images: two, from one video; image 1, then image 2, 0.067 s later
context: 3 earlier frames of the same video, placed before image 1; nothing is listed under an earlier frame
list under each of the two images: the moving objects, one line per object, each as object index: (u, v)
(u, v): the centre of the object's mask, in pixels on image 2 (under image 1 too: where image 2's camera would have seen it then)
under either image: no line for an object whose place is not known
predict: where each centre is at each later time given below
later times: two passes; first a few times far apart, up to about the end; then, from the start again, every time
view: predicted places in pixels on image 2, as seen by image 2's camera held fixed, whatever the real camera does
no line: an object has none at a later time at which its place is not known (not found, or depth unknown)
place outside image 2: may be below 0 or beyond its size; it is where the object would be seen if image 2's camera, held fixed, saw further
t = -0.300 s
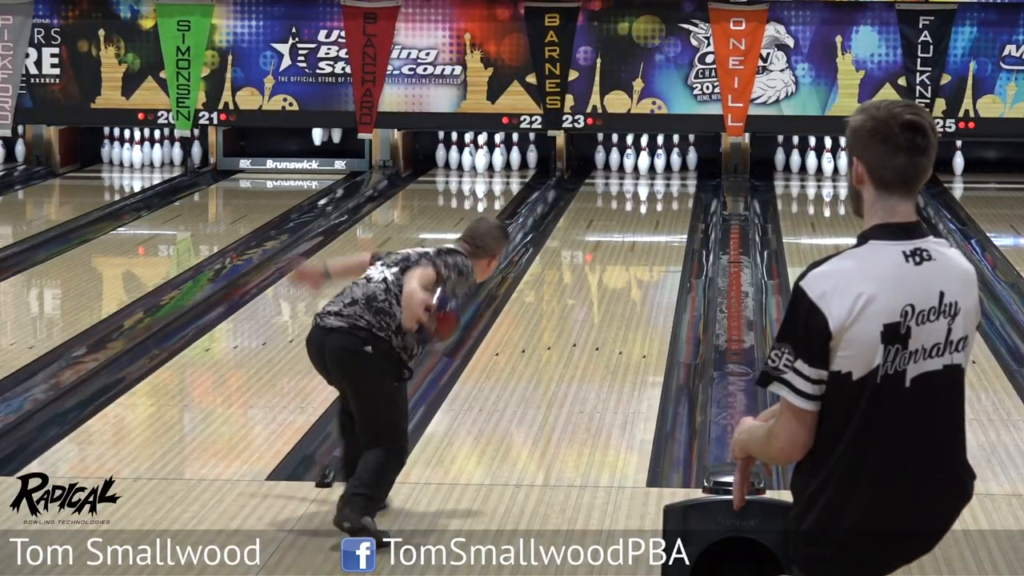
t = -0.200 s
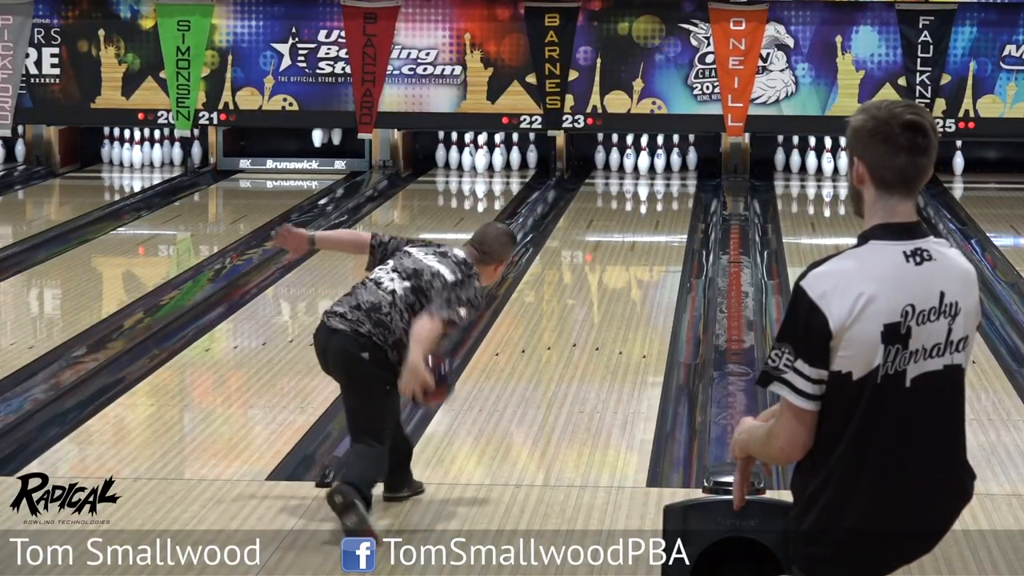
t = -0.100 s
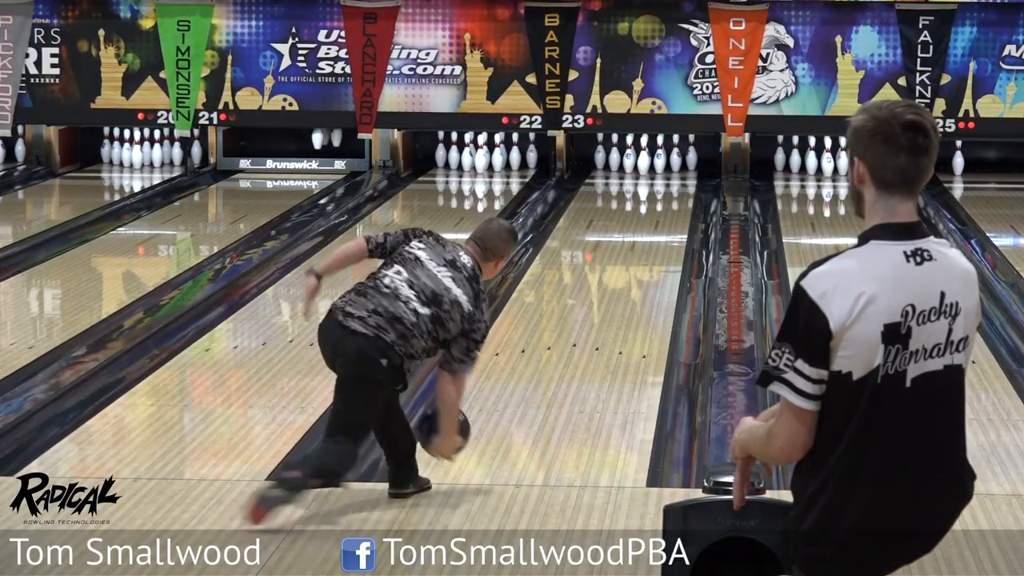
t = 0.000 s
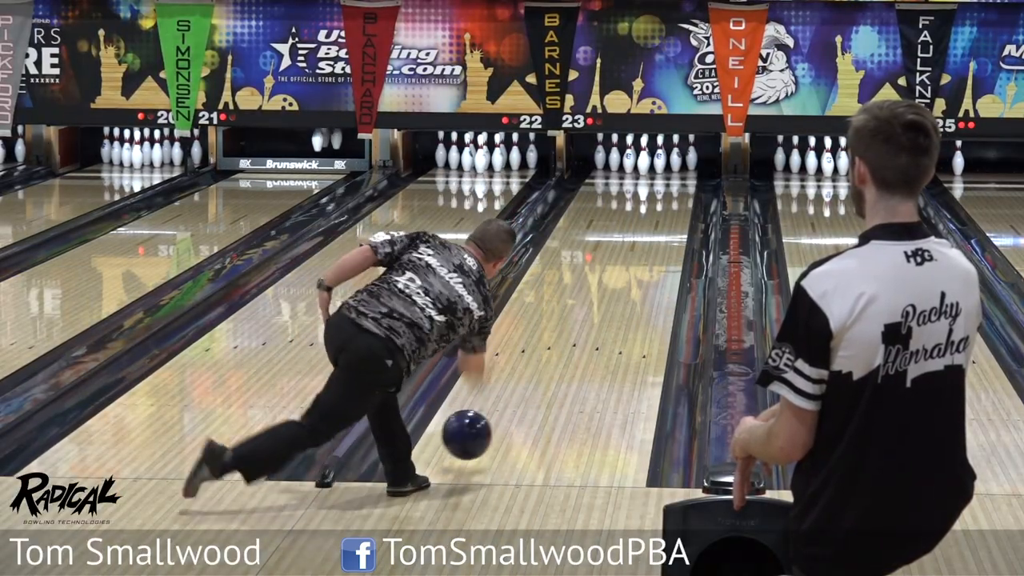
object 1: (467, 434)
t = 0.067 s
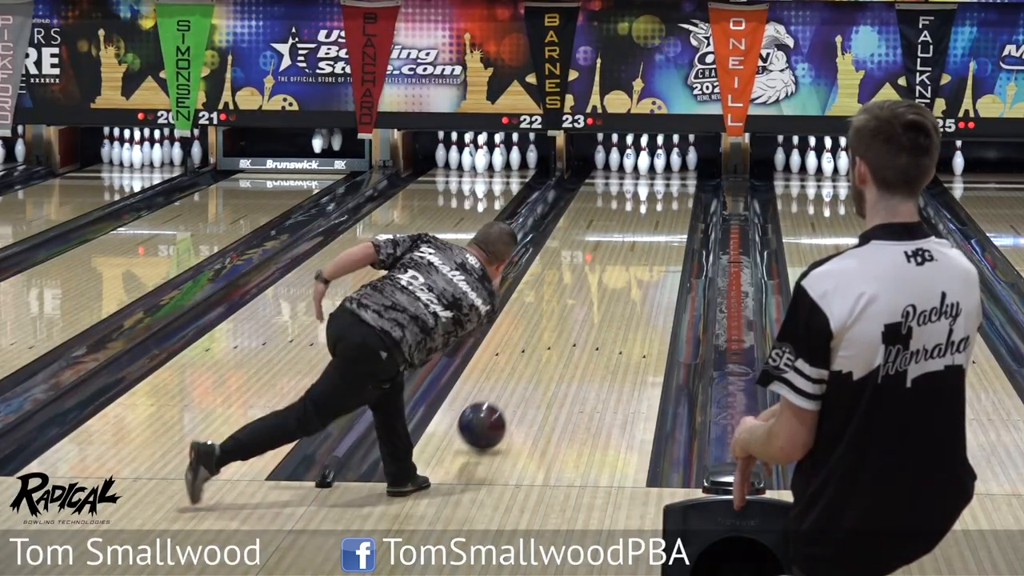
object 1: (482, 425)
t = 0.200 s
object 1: (509, 395)
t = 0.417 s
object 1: (545, 353)
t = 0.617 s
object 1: (572, 320)
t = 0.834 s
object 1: (596, 289)
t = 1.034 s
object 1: (615, 266)
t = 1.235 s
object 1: (631, 245)
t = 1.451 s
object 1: (645, 226)
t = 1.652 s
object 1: (656, 210)
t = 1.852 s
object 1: (663, 196)
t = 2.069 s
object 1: (664, 183)
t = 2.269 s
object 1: (659, 173)
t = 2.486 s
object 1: (651, 163)
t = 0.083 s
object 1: (485, 420)
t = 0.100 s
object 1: (489, 415)
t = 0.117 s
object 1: (492, 411)
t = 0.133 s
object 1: (496, 409)
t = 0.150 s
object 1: (499, 406)
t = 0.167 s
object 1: (502, 403)
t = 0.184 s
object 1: (505, 399)
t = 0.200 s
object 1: (509, 395)
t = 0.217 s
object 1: (512, 392)
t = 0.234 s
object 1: (515, 388)
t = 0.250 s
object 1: (518, 385)
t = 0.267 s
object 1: (520, 381)
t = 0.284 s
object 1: (523, 378)
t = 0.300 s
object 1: (526, 375)
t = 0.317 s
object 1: (529, 371)
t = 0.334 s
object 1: (532, 368)
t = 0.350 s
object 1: (535, 365)
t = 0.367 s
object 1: (537, 362)
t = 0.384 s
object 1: (540, 359)
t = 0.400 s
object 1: (542, 356)
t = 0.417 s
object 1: (545, 353)
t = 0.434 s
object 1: (547, 350)
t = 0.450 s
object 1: (550, 347)
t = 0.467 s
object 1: (552, 344)
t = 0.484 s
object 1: (554, 341)
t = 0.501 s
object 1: (557, 338)
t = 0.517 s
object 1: (559, 335)
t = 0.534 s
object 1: (561, 333)
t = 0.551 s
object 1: (563, 330)
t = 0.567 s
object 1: (566, 327)
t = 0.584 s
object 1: (568, 325)
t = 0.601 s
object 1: (570, 322)
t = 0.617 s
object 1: (572, 320)
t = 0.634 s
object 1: (574, 317)
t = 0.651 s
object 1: (576, 314)
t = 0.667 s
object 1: (578, 312)
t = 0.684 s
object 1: (580, 310)
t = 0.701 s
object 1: (582, 307)
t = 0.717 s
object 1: (584, 305)
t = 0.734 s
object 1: (586, 302)
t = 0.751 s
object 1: (587, 300)
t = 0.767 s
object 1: (589, 298)
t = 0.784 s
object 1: (591, 296)
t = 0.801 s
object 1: (593, 294)
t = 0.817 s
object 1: (594, 291)
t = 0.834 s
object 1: (596, 289)
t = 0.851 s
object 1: (598, 287)
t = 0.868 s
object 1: (600, 285)
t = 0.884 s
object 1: (601, 283)
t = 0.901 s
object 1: (603, 281)
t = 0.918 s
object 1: (604, 279)
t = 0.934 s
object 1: (606, 277)
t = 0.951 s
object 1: (607, 275)
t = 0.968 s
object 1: (609, 273)
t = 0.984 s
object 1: (611, 271)
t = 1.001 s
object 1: (612, 269)
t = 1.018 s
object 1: (614, 267)
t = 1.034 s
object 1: (615, 266)
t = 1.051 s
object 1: (616, 264)
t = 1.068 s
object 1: (618, 262)
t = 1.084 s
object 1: (619, 260)
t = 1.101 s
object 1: (620, 258)
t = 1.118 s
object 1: (622, 257)
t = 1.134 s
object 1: (623, 255)
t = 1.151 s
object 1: (625, 253)
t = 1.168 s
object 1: (626, 252)
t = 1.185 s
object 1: (627, 250)
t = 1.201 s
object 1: (628, 249)
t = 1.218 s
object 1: (629, 247)
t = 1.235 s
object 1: (631, 245)
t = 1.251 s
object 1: (632, 244)
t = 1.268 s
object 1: (633, 242)
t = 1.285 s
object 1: (634, 241)
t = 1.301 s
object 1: (635, 239)
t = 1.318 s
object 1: (637, 238)
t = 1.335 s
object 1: (638, 236)
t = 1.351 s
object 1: (639, 235)
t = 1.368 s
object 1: (640, 233)
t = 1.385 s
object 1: (641, 232)
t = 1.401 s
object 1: (642, 230)
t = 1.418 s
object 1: (643, 229)
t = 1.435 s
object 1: (644, 227)
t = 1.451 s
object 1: (645, 226)
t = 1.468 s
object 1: (646, 224)
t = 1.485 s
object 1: (647, 223)
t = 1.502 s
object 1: (648, 222)
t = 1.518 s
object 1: (649, 220)
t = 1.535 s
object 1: (650, 219)
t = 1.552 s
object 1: (651, 218)
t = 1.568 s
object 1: (652, 216)
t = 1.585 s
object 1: (653, 215)
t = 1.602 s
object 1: (654, 214)
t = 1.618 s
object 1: (655, 213)
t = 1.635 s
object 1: (655, 211)
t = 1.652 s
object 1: (656, 210)
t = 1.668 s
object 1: (657, 209)
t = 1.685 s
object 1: (658, 208)
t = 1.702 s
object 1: (658, 206)
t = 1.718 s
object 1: (659, 205)
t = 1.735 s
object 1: (660, 204)
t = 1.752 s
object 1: (660, 203)
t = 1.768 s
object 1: (661, 202)
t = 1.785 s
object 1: (661, 201)
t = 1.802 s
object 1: (662, 200)
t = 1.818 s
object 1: (663, 198)
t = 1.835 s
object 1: (663, 197)
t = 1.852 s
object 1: (663, 196)
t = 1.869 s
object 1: (664, 195)
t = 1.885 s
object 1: (664, 194)
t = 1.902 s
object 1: (664, 193)
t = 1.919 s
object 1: (664, 192)
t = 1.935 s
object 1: (665, 191)
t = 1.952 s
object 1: (665, 190)
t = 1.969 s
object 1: (665, 189)
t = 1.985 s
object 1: (665, 188)
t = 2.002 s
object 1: (665, 187)
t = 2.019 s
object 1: (665, 186)
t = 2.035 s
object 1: (665, 185)
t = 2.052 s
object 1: (664, 184)
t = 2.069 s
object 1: (664, 183)
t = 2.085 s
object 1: (664, 182)
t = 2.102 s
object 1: (664, 182)
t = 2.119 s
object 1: (664, 180)
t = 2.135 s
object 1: (663, 180)
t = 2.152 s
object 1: (663, 179)
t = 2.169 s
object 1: (663, 178)
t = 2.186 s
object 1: (662, 177)
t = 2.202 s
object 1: (662, 176)
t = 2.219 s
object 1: (661, 175)
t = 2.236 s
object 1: (660, 174)
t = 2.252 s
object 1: (660, 174)
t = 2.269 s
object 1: (659, 173)
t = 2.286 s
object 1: (659, 172)
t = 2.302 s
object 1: (657, 171)
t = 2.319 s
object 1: (656, 170)
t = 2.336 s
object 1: (655, 170)
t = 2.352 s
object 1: (655, 169)
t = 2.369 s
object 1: (654, 168)
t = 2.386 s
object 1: (653, 167)
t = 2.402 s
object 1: (652, 167)
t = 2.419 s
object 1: (651, 166)
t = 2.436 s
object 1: (651, 165)
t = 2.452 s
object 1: (651, 165)
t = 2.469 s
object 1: (651, 164)
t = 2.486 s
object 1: (651, 163)
